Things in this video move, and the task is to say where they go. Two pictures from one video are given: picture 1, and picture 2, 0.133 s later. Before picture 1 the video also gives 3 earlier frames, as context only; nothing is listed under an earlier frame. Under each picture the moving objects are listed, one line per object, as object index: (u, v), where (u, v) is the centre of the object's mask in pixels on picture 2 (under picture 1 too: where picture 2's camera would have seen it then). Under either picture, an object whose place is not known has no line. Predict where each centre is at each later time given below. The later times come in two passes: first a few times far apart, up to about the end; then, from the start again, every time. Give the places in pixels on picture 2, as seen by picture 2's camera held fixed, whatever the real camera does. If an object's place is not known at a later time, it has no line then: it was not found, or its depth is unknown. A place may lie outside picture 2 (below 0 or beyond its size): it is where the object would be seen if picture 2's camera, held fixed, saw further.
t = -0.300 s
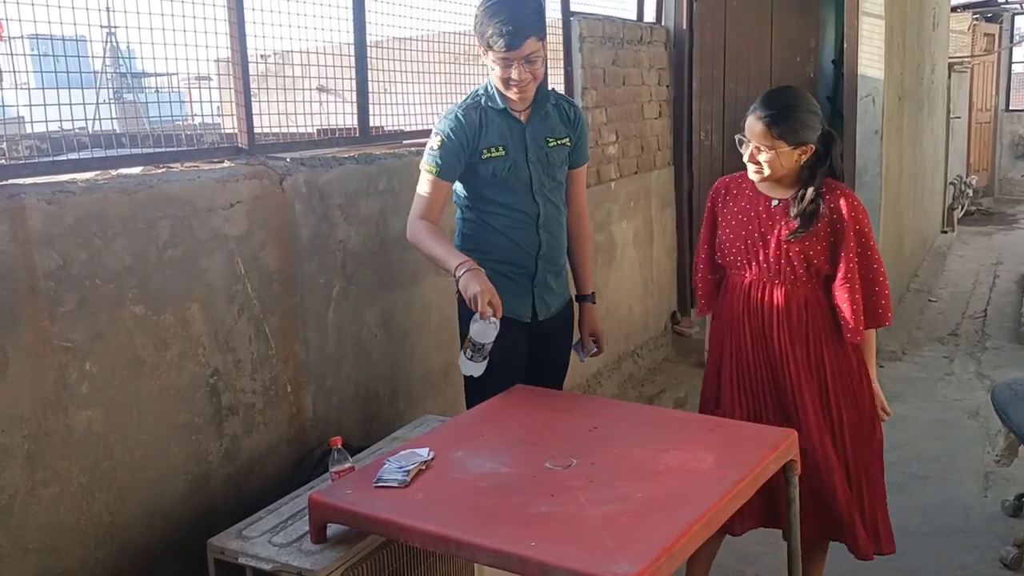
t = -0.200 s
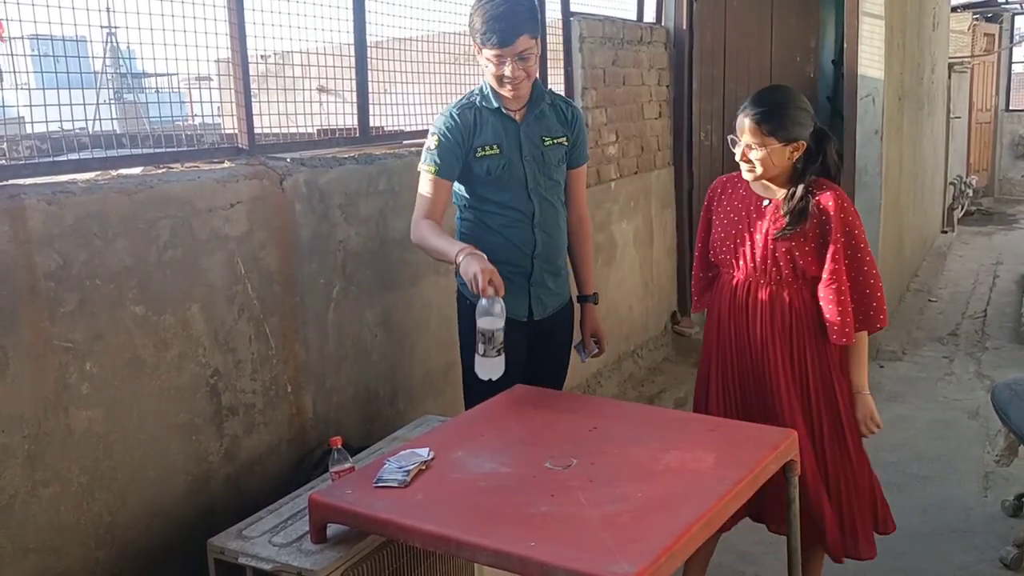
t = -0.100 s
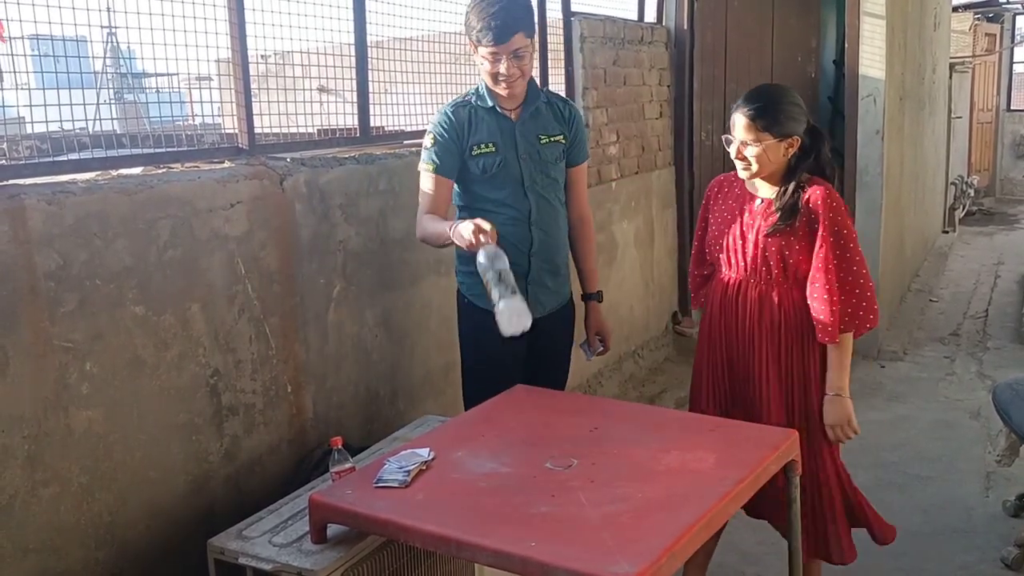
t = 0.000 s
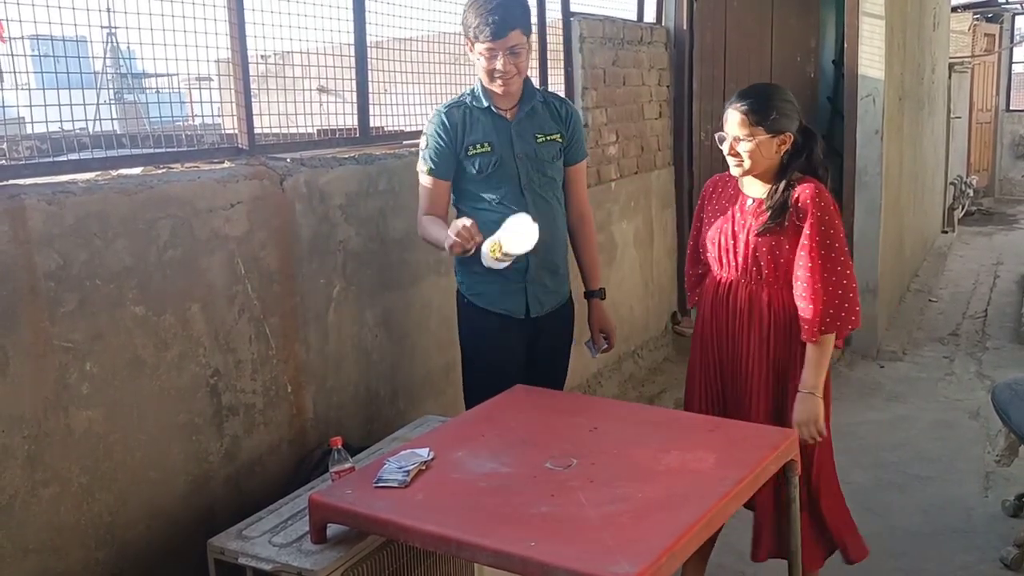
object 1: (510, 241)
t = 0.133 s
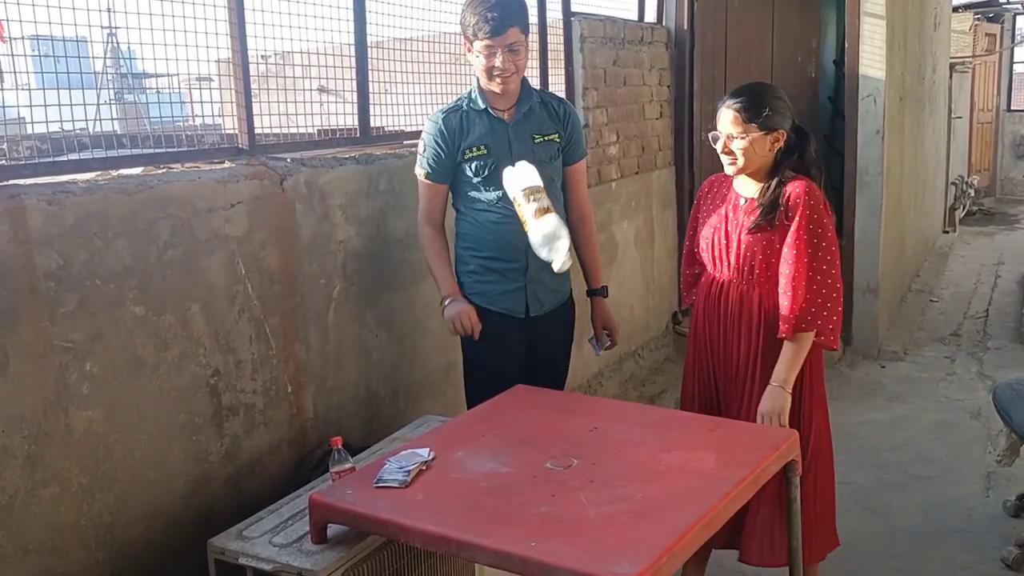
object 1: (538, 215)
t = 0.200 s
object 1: (546, 198)
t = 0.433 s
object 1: (567, 394)
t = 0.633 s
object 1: (550, 467)
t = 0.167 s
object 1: (543, 205)
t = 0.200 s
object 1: (546, 198)
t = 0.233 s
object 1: (548, 200)
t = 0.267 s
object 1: (550, 211)
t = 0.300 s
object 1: (552, 232)
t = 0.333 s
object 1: (554, 260)
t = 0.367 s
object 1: (558, 297)
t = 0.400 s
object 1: (562, 342)
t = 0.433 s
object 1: (567, 394)
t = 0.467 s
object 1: (571, 442)
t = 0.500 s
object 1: (566, 444)
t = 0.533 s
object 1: (562, 447)
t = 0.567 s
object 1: (557, 450)
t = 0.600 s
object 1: (554, 458)
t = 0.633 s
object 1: (550, 467)
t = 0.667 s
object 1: (547, 476)
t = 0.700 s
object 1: (544, 476)
